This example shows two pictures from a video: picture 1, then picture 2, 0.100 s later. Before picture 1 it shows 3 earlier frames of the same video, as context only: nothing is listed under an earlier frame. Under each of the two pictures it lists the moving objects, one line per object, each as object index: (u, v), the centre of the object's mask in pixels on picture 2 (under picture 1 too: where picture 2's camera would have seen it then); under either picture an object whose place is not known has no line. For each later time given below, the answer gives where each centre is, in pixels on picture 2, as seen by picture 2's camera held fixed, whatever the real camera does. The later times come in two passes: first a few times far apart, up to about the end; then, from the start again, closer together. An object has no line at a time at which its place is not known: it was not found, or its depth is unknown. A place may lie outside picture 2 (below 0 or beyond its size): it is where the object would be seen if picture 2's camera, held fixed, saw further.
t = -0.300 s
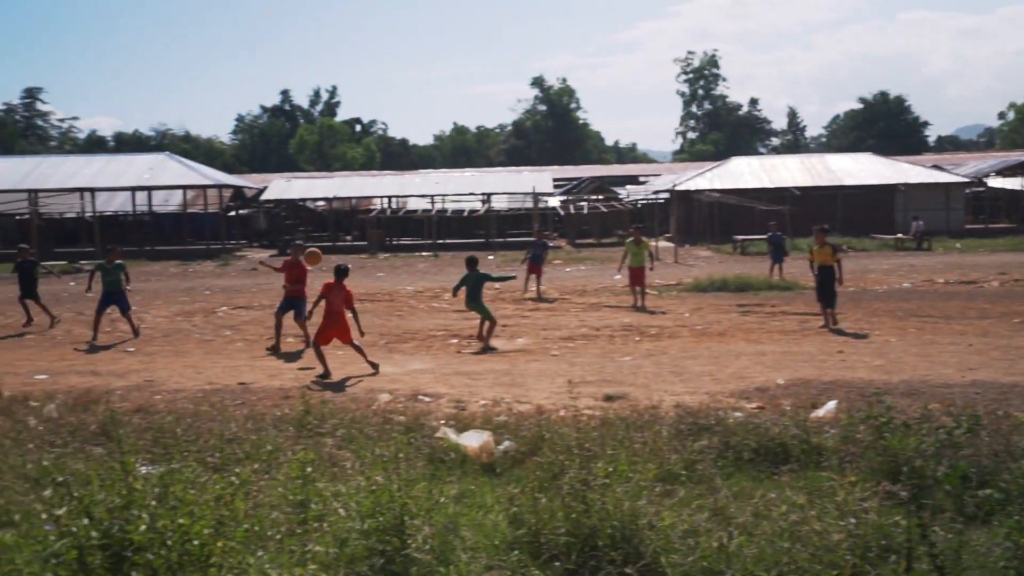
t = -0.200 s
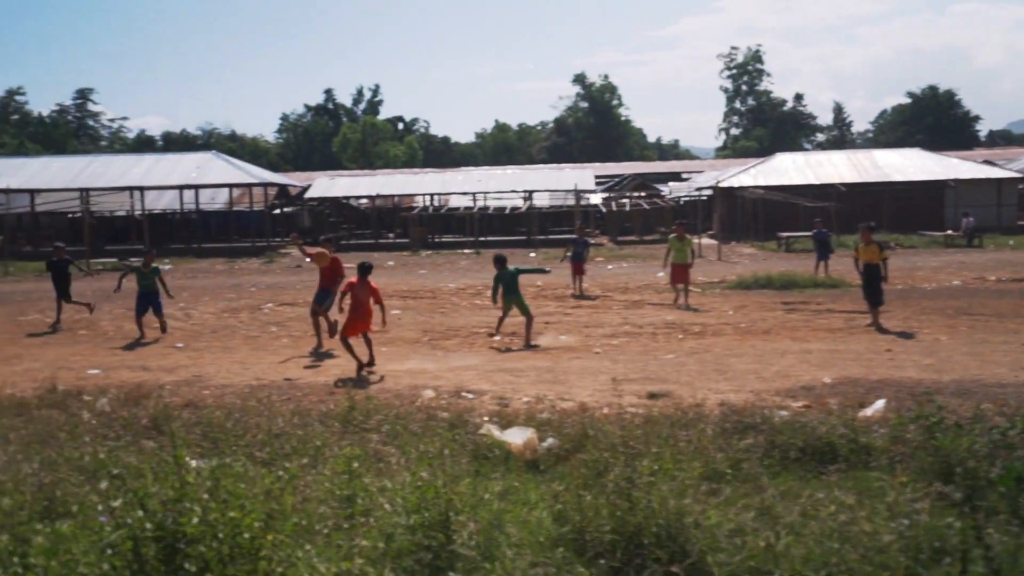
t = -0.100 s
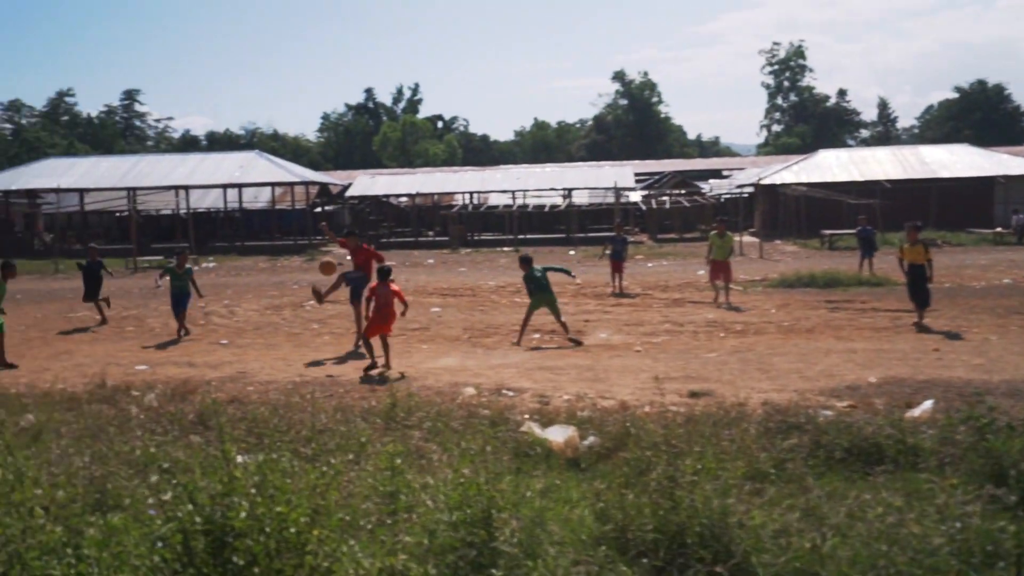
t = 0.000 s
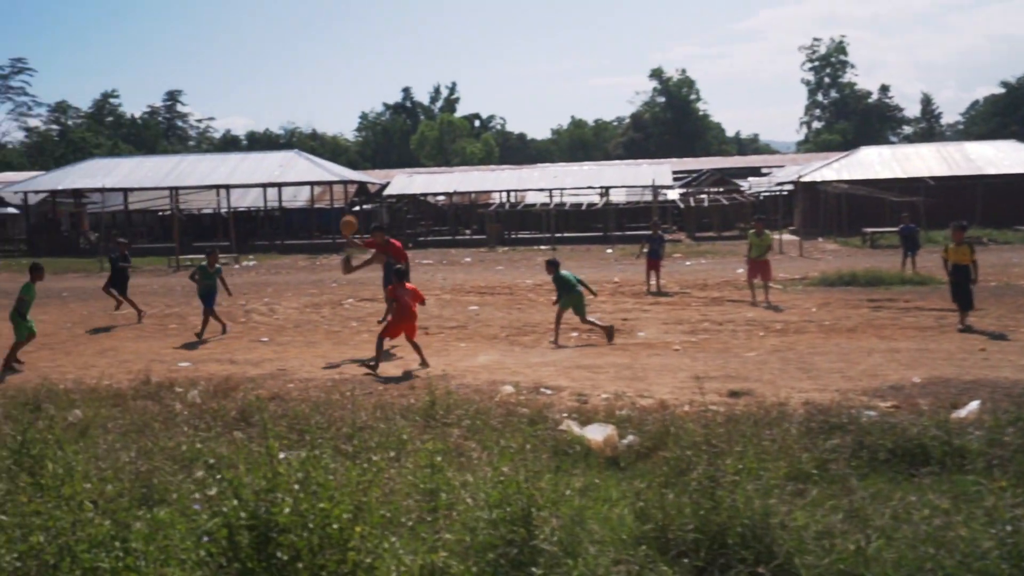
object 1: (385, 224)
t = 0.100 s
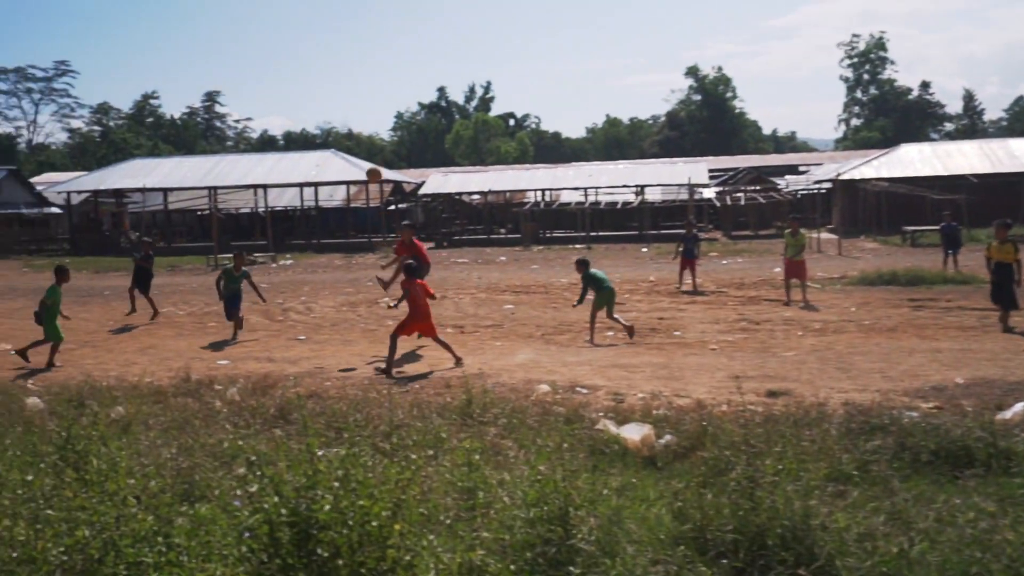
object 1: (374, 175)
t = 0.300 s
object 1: (355, 102)
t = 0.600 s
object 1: (334, 57)
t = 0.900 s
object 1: (318, 76)
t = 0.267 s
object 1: (358, 111)
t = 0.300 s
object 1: (355, 102)
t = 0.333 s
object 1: (352, 94)
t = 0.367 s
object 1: (350, 86)
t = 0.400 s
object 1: (347, 79)
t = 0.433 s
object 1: (345, 73)
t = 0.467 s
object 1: (342, 68)
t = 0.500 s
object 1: (340, 64)
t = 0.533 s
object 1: (338, 61)
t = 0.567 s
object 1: (336, 59)
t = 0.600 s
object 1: (334, 57)
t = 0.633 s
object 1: (332, 57)
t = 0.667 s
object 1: (330, 56)
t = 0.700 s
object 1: (328, 57)
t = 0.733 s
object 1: (326, 59)
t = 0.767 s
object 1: (324, 61)
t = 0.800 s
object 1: (323, 64)
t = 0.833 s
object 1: (321, 68)
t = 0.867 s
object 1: (320, 72)
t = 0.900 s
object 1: (318, 76)
